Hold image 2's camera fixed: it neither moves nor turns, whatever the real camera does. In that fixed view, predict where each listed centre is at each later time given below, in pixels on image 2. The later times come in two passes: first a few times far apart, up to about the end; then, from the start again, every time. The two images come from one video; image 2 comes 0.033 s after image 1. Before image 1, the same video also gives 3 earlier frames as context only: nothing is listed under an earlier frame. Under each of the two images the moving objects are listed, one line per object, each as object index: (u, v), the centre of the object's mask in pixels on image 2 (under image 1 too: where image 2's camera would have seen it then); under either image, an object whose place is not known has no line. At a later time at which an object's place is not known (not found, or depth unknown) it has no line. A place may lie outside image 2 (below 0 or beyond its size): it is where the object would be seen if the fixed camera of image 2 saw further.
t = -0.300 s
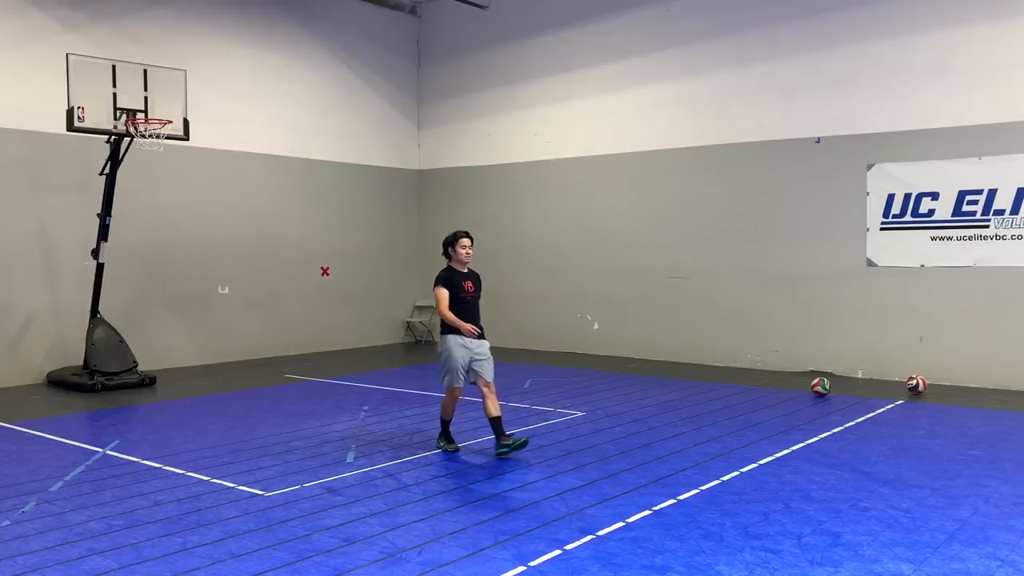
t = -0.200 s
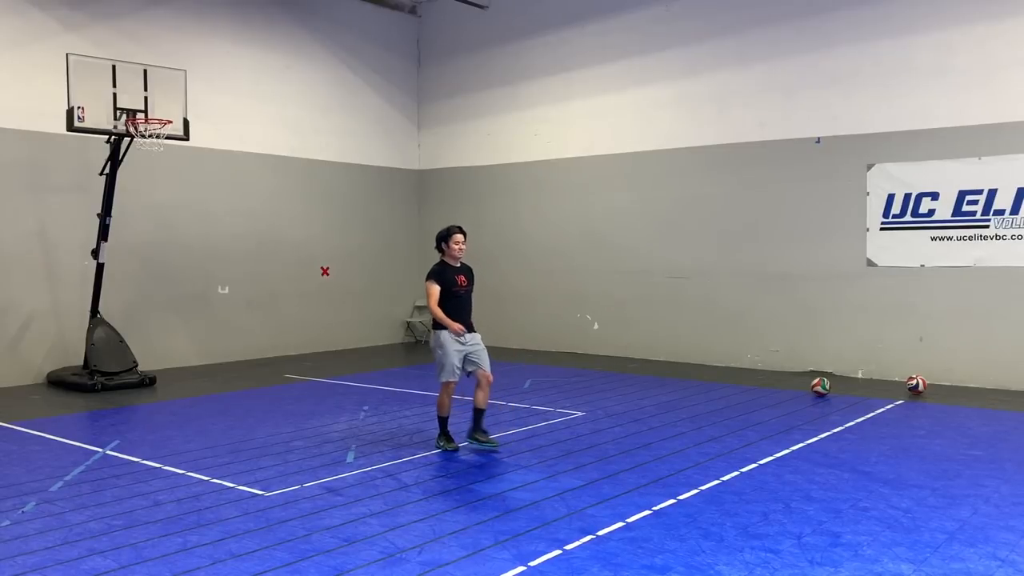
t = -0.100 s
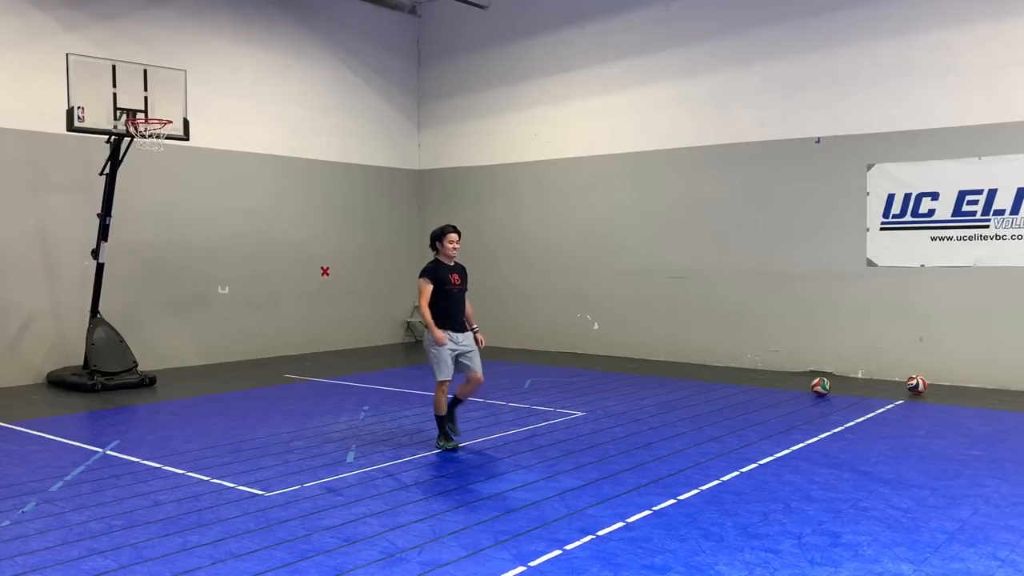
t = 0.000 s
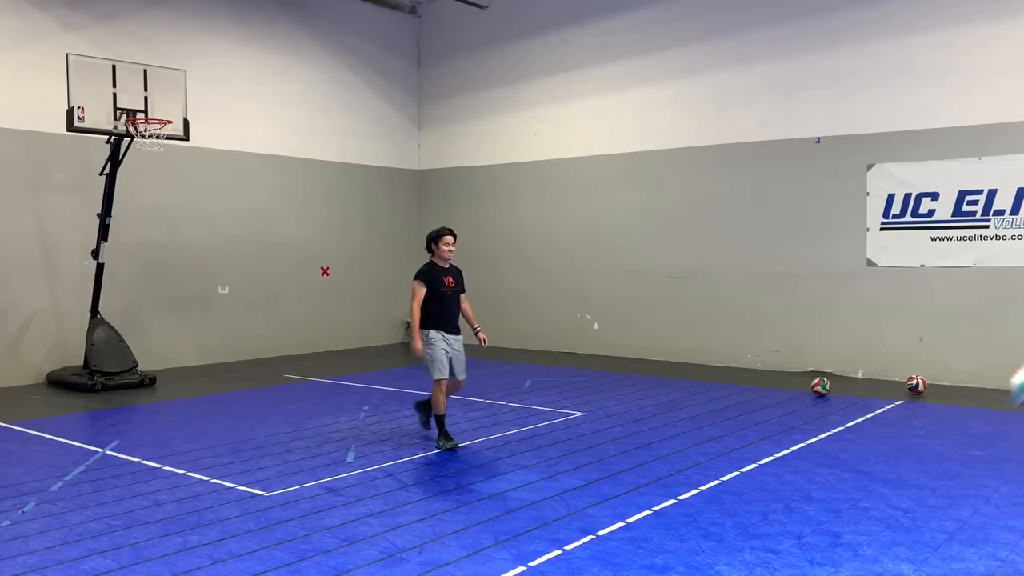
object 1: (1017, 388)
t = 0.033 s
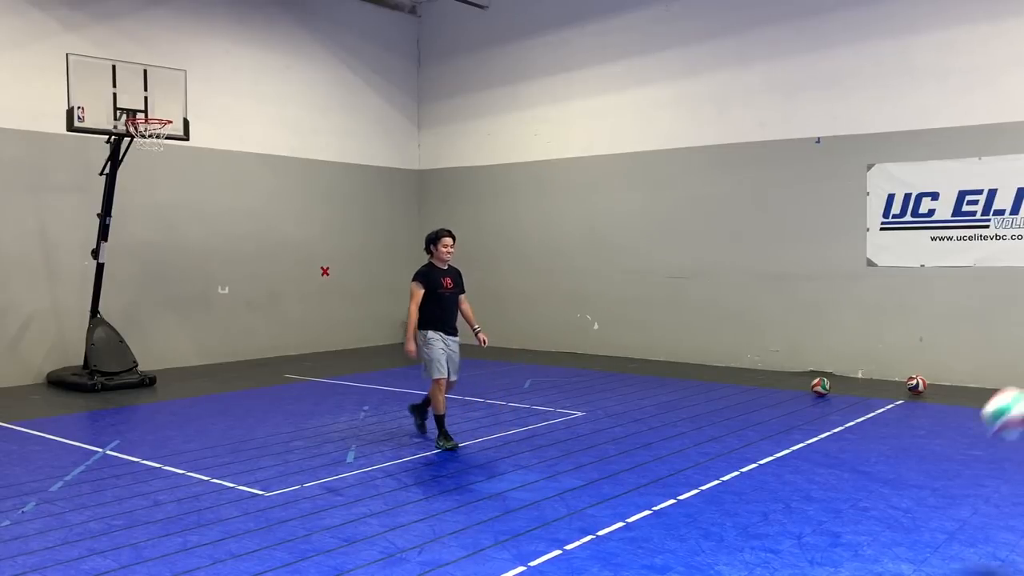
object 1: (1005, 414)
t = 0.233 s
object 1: (886, 473)
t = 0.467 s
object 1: (805, 346)
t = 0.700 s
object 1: (732, 321)
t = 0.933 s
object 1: (668, 380)
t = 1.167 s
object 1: (613, 445)
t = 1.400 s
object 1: (565, 368)
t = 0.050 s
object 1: (996, 427)
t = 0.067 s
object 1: (982, 442)
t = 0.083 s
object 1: (970, 457)
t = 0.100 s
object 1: (957, 473)
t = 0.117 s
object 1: (945, 488)
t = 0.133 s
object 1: (934, 504)
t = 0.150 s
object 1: (922, 519)
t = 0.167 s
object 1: (912, 531)
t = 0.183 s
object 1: (904, 516)
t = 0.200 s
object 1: (898, 501)
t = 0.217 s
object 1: (892, 486)
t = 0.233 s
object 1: (886, 473)
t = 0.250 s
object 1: (880, 461)
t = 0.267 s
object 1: (873, 449)
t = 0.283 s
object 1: (867, 437)
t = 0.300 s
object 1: (861, 426)
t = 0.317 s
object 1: (855, 416)
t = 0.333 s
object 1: (849, 405)
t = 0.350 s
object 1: (845, 397)
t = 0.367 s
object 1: (839, 388)
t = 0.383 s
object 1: (832, 380)
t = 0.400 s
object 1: (827, 372)
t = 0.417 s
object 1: (822, 365)
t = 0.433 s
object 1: (817, 358)
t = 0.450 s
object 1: (811, 352)
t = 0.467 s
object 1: (805, 346)
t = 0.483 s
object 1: (800, 341)
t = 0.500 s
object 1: (794, 337)
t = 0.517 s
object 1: (788, 333)
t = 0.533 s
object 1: (783, 329)
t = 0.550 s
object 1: (778, 326)
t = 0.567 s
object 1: (773, 324)
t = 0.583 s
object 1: (767, 321)
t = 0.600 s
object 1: (761, 320)
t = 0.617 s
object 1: (756, 319)
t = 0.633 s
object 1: (752, 319)
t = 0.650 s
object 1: (747, 318)
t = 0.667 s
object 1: (742, 319)
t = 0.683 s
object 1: (737, 320)
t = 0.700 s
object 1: (732, 321)
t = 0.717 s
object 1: (728, 322)
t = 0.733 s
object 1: (722, 324)
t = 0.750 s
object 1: (717, 326)
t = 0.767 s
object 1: (713, 329)
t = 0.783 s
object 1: (709, 332)
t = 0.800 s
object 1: (704, 336)
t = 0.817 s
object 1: (699, 340)
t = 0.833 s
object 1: (694, 344)
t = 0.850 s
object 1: (690, 349)
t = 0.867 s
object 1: (685, 354)
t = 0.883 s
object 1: (681, 360)
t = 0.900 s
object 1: (677, 367)
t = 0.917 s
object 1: (672, 373)
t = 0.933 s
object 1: (668, 380)
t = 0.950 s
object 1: (664, 386)
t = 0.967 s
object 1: (660, 394)
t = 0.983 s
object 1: (656, 402)
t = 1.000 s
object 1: (652, 410)
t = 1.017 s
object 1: (648, 418)
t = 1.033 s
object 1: (644, 427)
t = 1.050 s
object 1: (640, 436)
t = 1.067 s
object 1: (636, 445)
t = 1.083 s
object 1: (633, 455)
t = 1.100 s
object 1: (629, 467)
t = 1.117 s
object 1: (624, 472)
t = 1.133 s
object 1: (621, 463)
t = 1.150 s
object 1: (617, 454)
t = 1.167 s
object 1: (613, 445)
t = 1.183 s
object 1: (609, 436)
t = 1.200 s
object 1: (605, 429)
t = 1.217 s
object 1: (602, 421)
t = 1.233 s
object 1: (598, 414)
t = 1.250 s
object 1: (595, 408)
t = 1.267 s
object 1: (592, 403)
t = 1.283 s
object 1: (588, 397)
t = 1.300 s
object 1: (585, 392)
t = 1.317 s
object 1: (582, 386)
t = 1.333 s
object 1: (578, 382)
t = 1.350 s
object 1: (575, 379)
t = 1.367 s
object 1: (572, 375)
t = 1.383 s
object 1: (569, 371)
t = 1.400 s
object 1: (565, 368)
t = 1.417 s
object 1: (562, 366)
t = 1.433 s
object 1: (559, 364)
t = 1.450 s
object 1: (556, 362)
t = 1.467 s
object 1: (553, 361)
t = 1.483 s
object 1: (550, 360)
